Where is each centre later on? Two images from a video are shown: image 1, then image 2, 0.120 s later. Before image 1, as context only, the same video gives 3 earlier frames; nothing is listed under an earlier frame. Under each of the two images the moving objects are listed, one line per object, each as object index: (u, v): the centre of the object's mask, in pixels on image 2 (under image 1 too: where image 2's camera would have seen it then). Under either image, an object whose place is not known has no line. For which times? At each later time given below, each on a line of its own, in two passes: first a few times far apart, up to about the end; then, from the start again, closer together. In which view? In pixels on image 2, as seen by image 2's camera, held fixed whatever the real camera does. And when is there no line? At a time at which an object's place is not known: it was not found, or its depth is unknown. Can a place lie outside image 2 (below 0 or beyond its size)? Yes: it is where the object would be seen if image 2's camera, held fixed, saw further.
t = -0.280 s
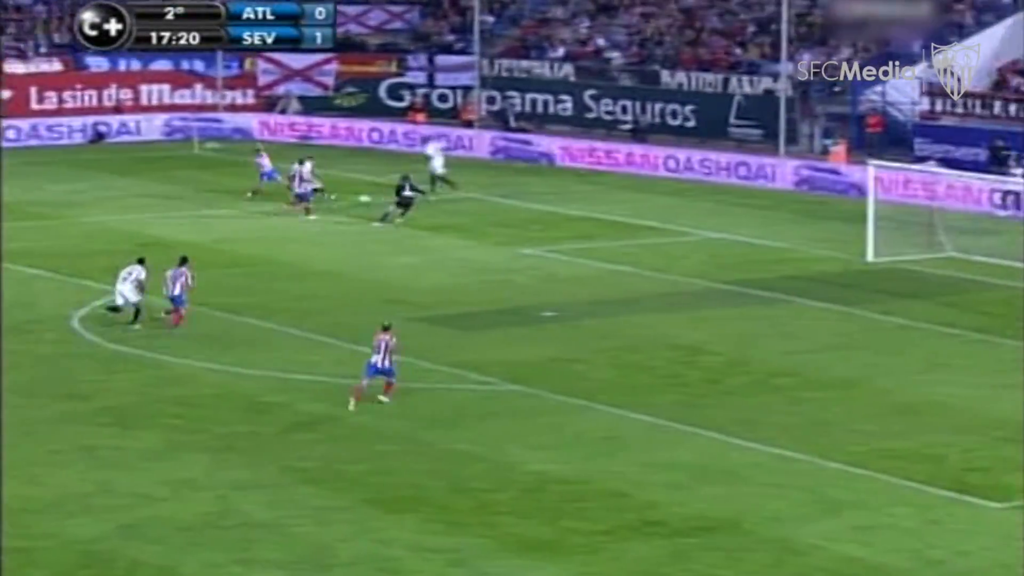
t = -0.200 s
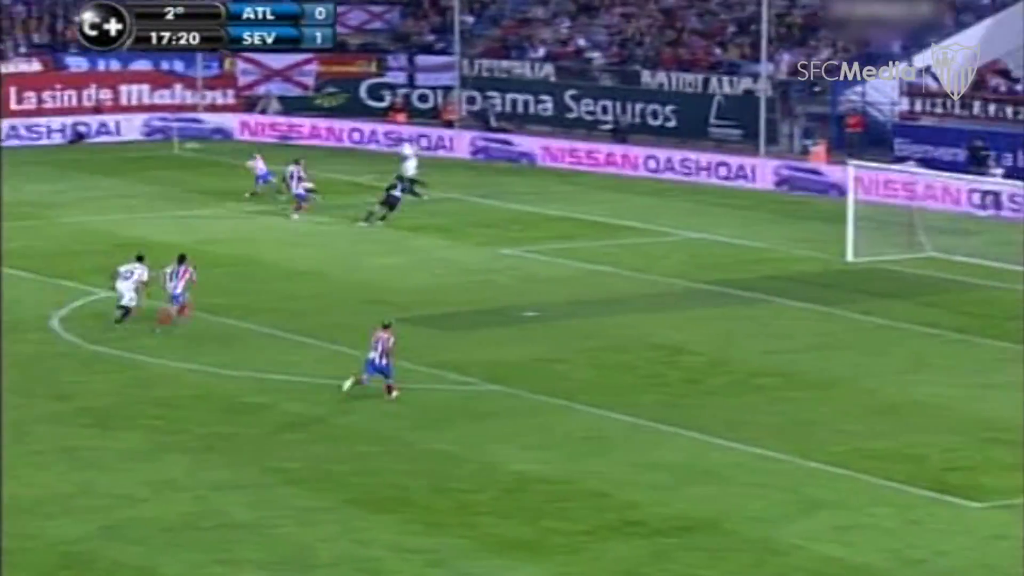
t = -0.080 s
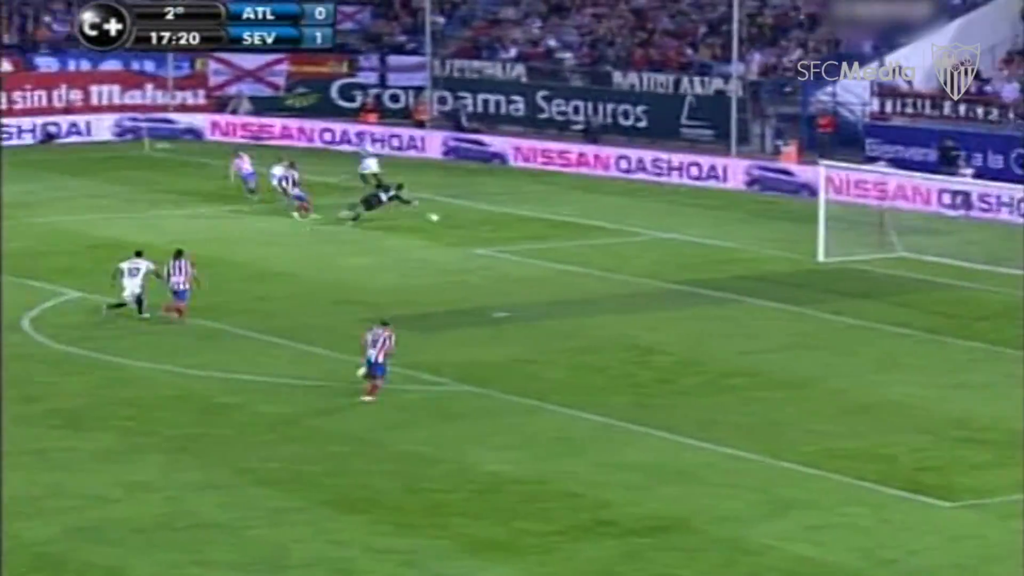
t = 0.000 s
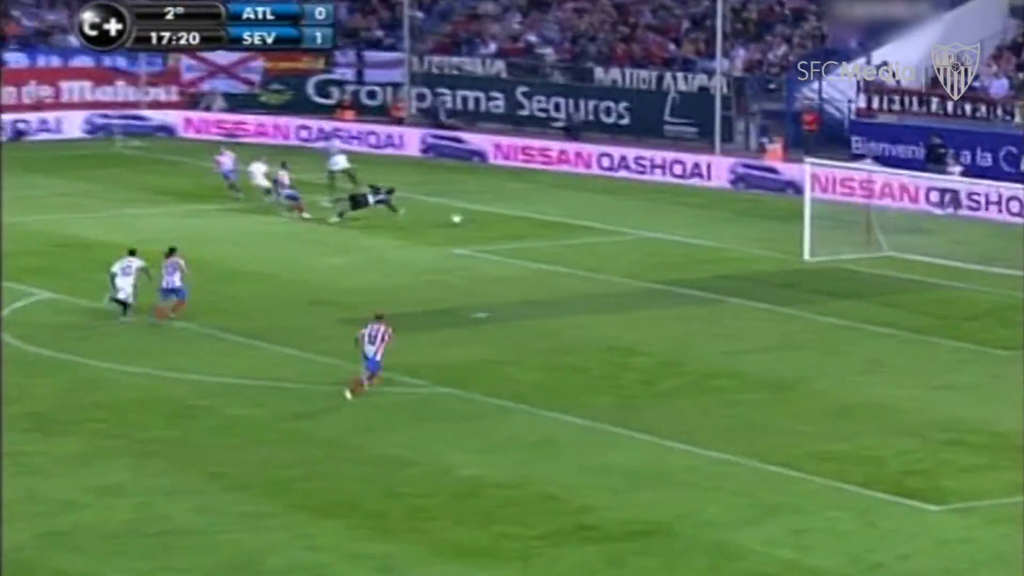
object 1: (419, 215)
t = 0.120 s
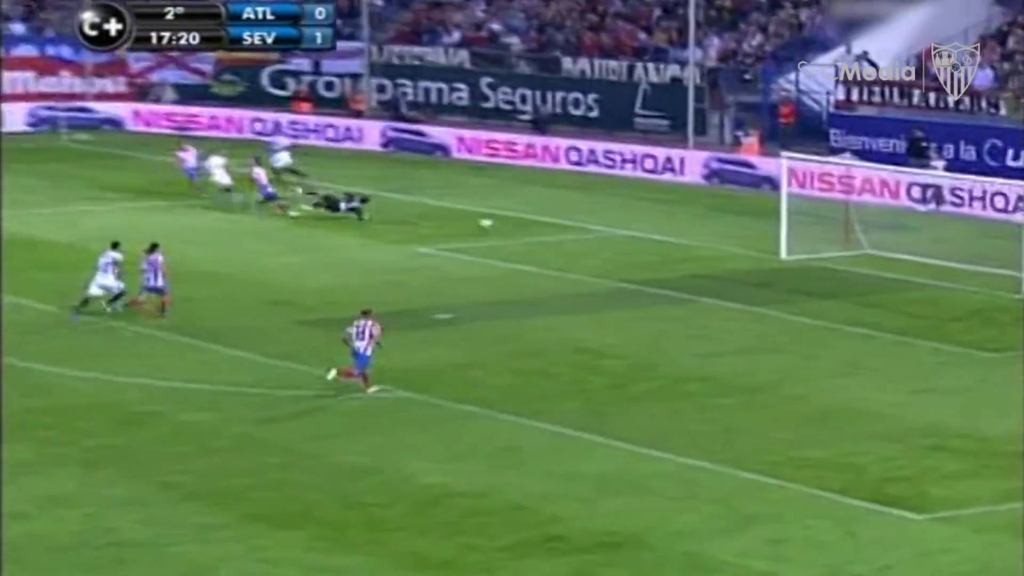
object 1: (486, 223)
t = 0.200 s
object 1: (529, 231)
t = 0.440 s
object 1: (653, 251)
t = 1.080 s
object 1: (934, 295)
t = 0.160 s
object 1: (508, 227)
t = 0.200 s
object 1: (529, 231)
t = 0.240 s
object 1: (552, 237)
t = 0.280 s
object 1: (572, 240)
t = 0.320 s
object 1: (592, 242)
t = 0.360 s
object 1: (613, 243)
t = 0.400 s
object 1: (634, 247)
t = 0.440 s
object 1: (653, 251)
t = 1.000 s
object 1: (901, 288)
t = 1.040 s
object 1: (918, 292)
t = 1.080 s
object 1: (934, 295)
